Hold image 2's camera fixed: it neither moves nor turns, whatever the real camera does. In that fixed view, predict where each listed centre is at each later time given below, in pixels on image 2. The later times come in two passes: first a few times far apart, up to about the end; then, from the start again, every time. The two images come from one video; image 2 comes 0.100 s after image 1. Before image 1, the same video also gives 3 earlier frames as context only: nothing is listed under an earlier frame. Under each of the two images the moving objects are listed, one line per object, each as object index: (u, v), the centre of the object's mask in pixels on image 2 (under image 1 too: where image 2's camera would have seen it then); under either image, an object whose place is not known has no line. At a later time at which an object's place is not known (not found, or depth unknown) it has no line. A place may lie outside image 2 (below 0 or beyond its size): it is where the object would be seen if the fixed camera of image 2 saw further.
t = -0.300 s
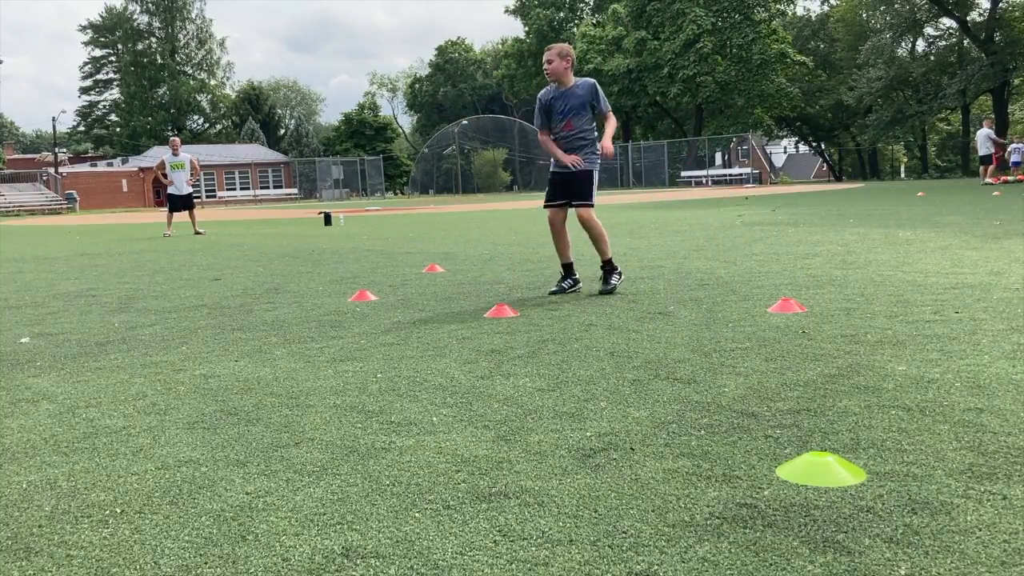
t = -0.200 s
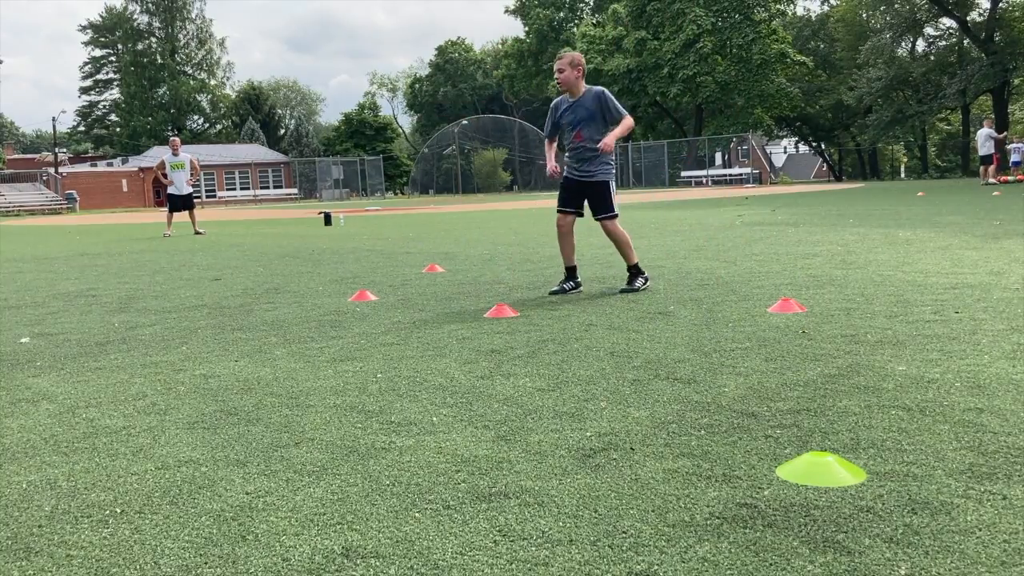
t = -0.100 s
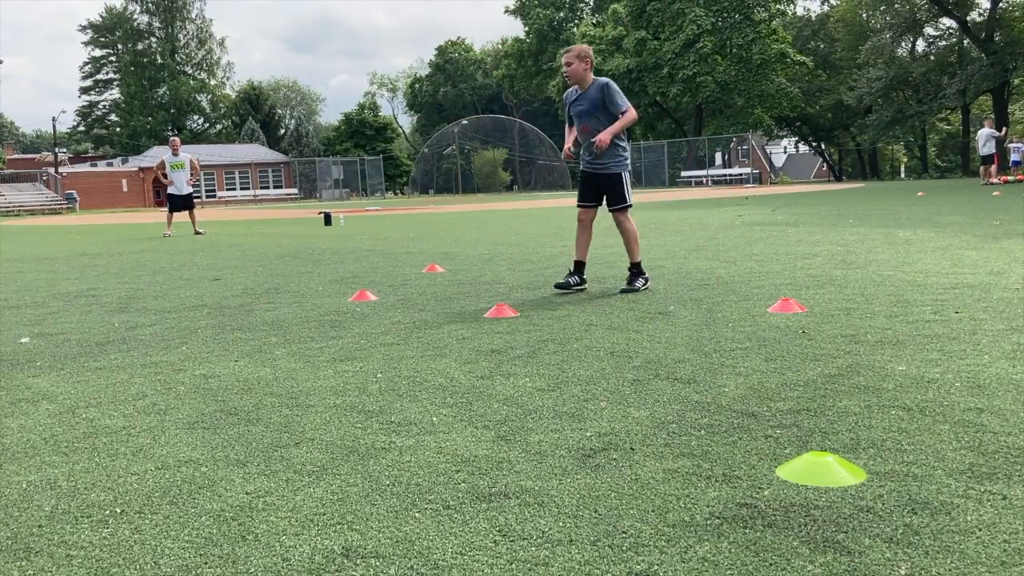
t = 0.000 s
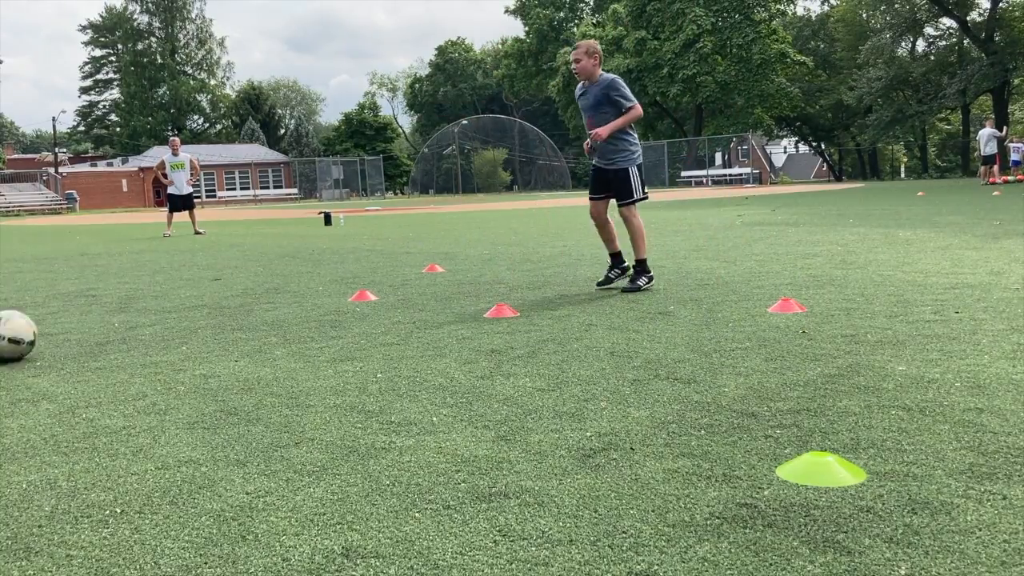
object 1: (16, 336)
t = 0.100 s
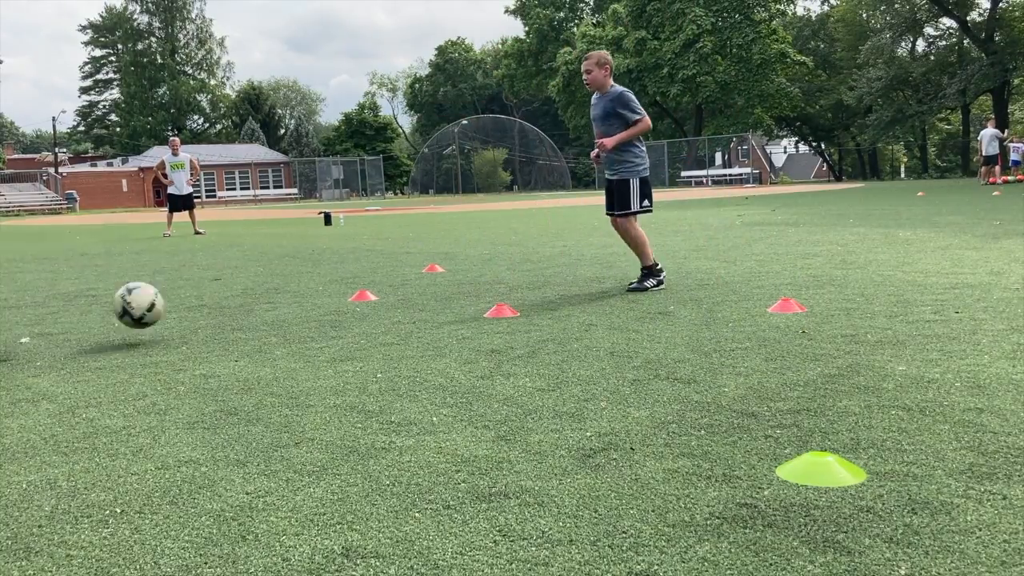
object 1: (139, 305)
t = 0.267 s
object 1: (319, 296)
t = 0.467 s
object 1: (483, 278)
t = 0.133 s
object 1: (178, 300)
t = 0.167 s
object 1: (216, 298)
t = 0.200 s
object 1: (252, 299)
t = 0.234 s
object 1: (287, 302)
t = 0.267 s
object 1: (319, 296)
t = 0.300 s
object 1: (349, 288)
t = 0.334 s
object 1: (378, 284)
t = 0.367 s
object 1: (406, 281)
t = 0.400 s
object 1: (433, 281)
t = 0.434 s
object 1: (459, 282)
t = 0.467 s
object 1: (483, 278)
